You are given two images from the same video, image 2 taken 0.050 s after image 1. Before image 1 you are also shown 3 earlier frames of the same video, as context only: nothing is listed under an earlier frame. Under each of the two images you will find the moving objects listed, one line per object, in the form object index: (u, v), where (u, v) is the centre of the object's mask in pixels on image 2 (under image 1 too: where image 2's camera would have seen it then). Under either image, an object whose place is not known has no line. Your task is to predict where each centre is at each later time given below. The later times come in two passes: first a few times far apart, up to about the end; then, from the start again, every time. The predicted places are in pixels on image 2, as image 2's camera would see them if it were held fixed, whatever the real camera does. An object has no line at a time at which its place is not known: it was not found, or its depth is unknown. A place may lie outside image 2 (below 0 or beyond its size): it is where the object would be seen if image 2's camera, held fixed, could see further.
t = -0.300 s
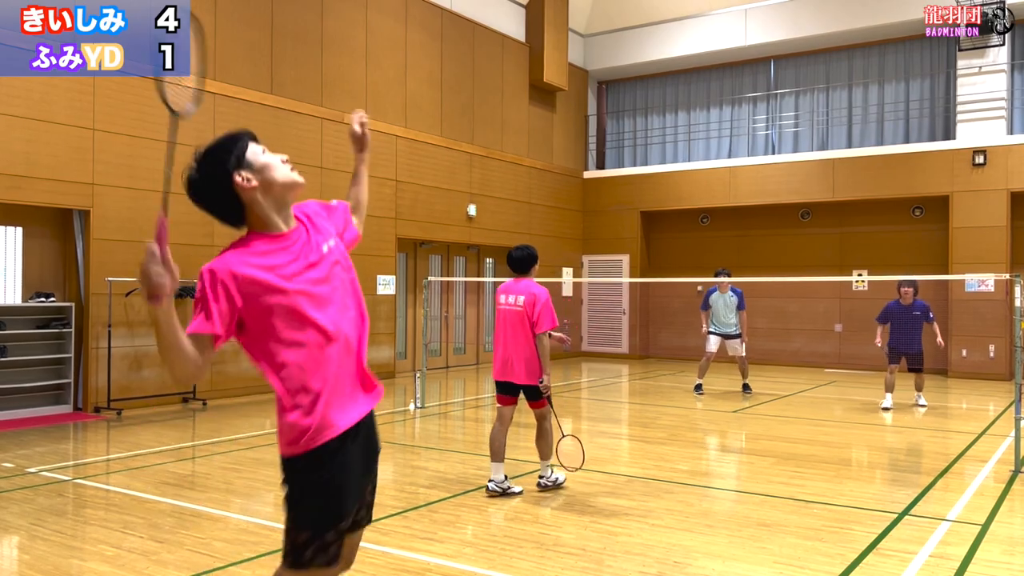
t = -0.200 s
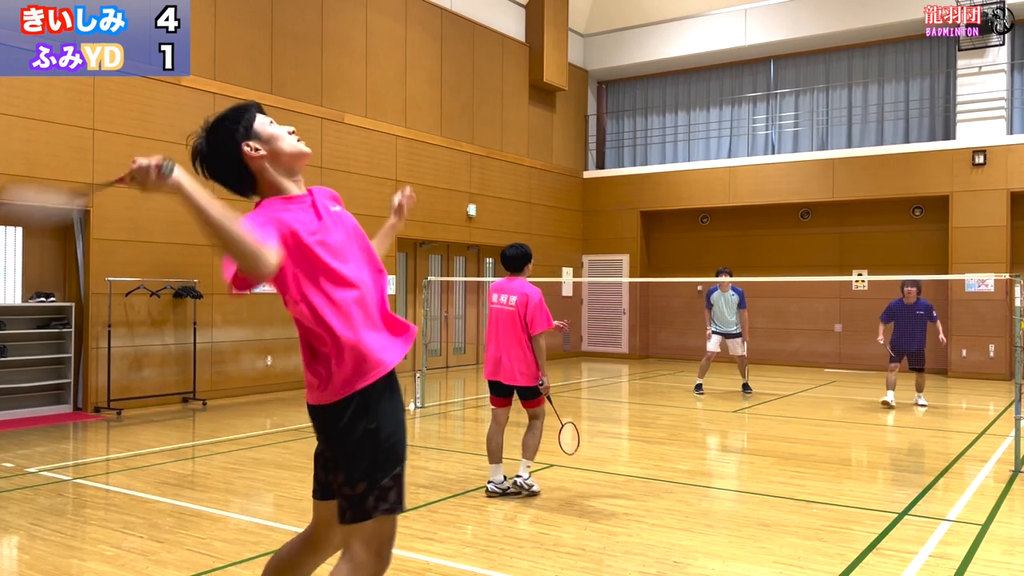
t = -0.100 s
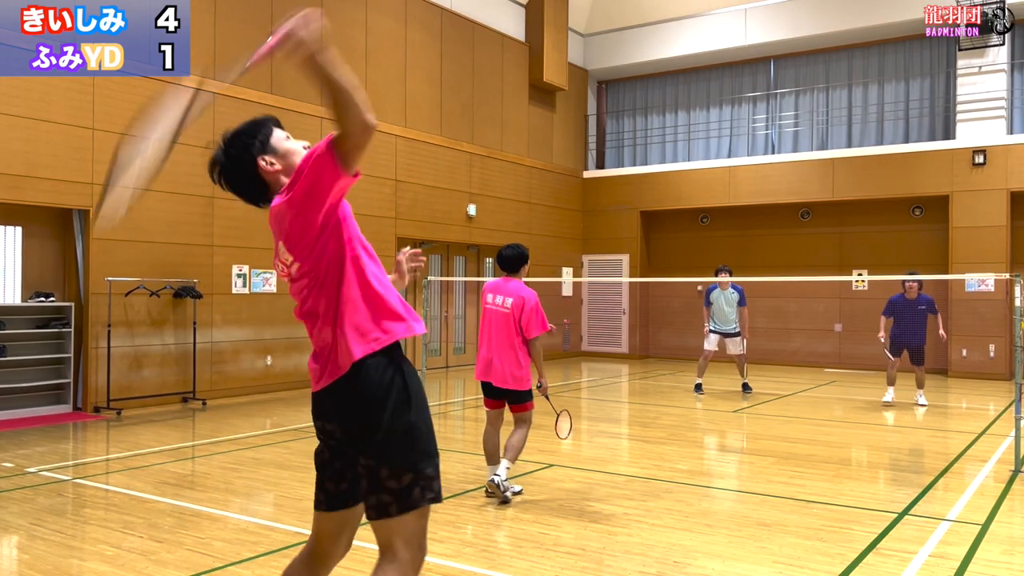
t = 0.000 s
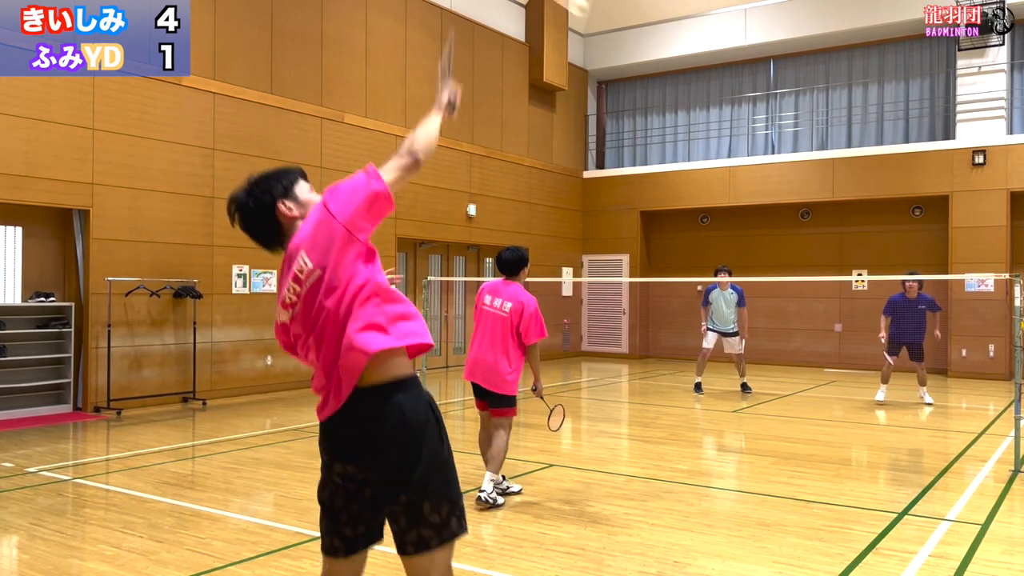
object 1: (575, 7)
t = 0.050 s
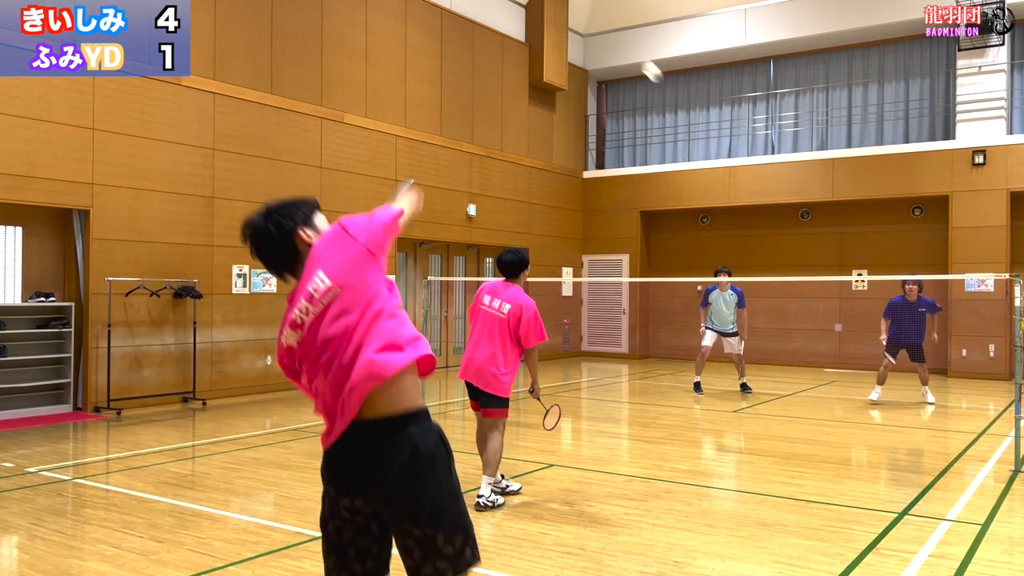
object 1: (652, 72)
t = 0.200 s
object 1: (738, 169)
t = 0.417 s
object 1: (778, 245)
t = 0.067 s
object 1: (668, 88)
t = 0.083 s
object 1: (682, 101)
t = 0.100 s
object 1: (694, 113)
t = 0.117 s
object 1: (704, 124)
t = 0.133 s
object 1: (712, 134)
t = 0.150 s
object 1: (720, 143)
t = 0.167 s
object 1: (726, 151)
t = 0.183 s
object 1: (732, 157)
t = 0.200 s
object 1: (738, 169)
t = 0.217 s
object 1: (742, 174)
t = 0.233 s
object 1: (746, 180)
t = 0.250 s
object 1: (750, 187)
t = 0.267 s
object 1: (754, 193)
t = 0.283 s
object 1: (757, 199)
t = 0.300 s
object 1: (760, 205)
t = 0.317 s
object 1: (763, 211)
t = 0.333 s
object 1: (766, 216)
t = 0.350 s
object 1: (769, 222)
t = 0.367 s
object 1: (771, 227)
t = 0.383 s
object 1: (774, 233)
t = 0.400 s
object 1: (775, 239)
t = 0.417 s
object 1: (778, 245)
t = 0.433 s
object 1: (780, 250)
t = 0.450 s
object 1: (782, 256)
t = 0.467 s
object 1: (783, 261)
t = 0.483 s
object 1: (785, 267)
